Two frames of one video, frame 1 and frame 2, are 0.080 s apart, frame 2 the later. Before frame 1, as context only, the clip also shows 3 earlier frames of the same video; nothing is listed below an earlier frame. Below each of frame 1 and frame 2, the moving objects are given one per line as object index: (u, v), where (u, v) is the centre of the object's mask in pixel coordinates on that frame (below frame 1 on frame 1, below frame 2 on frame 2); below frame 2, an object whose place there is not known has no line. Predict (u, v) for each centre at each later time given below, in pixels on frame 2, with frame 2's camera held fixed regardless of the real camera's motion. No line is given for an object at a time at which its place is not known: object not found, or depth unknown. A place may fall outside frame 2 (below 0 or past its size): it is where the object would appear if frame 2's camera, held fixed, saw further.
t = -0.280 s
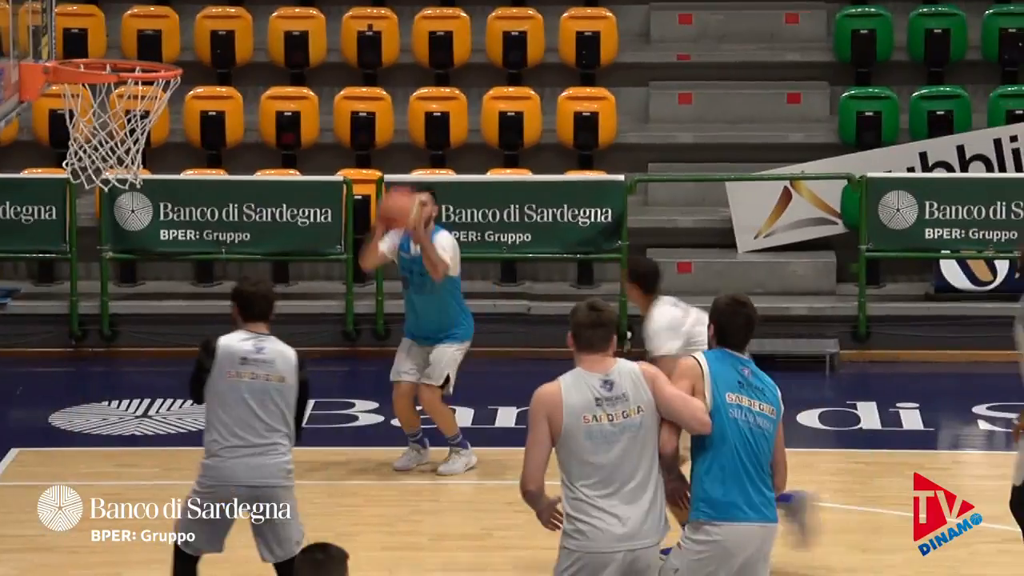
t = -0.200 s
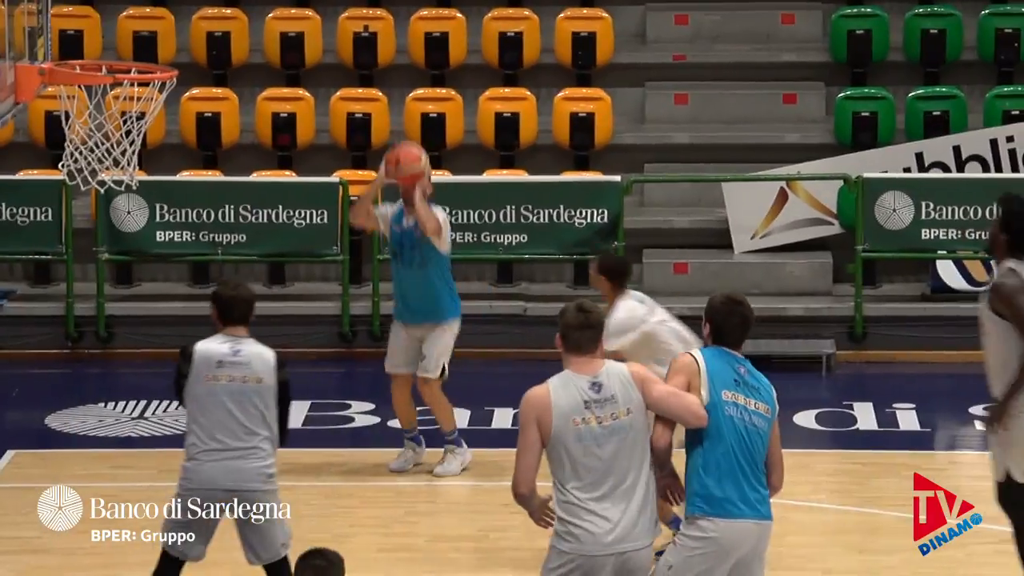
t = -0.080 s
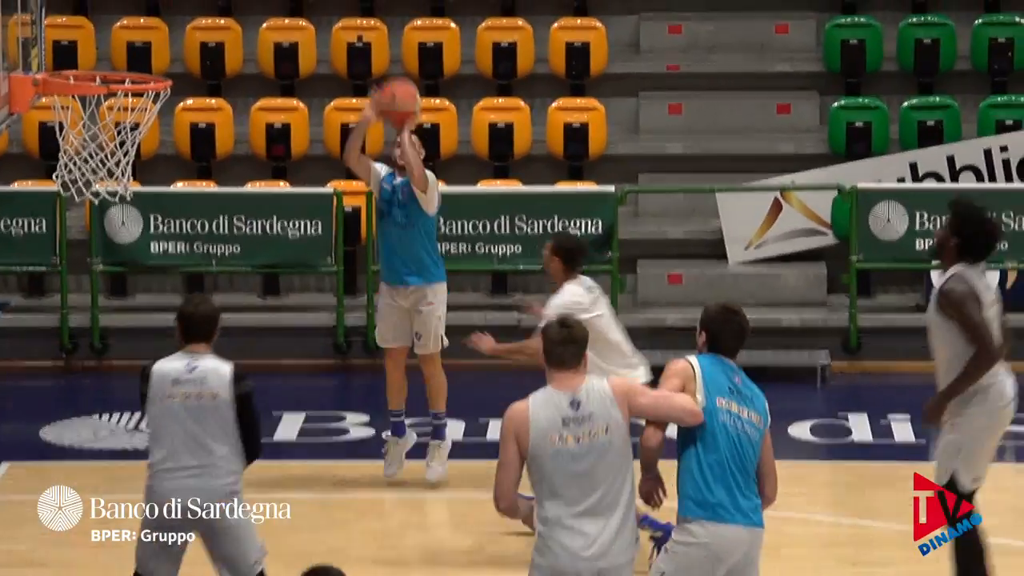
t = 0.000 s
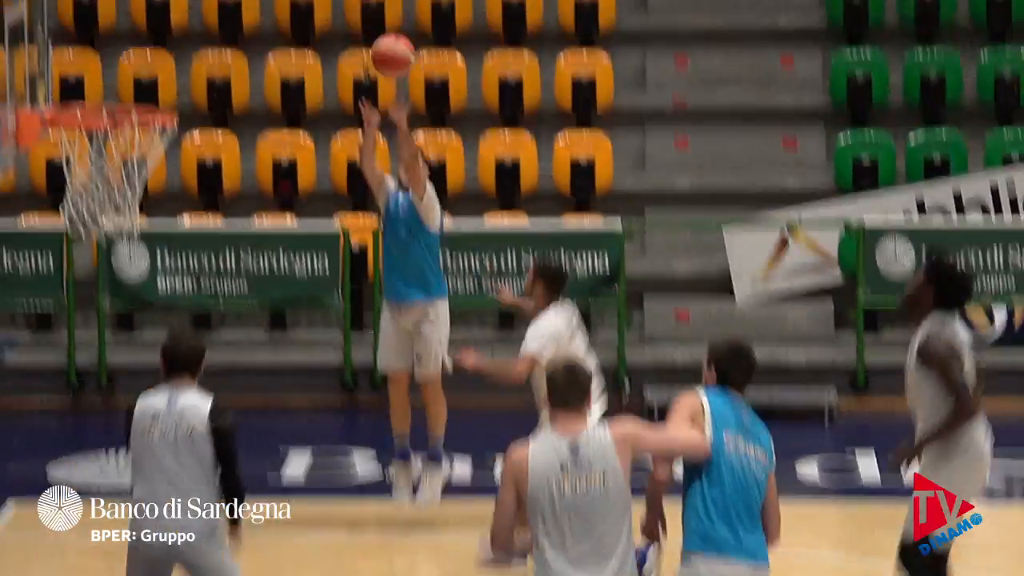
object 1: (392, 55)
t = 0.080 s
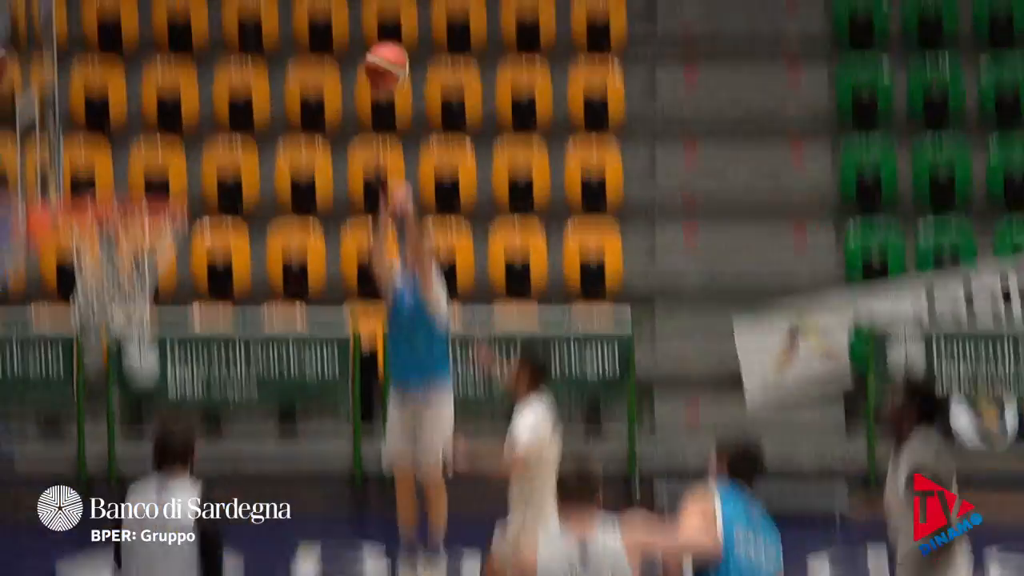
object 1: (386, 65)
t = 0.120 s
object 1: (377, 27)
